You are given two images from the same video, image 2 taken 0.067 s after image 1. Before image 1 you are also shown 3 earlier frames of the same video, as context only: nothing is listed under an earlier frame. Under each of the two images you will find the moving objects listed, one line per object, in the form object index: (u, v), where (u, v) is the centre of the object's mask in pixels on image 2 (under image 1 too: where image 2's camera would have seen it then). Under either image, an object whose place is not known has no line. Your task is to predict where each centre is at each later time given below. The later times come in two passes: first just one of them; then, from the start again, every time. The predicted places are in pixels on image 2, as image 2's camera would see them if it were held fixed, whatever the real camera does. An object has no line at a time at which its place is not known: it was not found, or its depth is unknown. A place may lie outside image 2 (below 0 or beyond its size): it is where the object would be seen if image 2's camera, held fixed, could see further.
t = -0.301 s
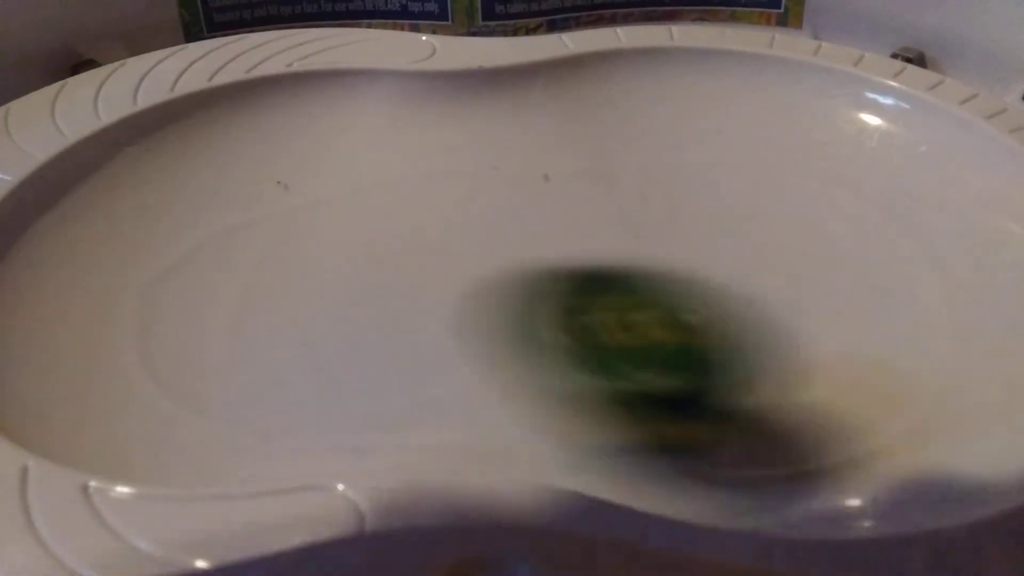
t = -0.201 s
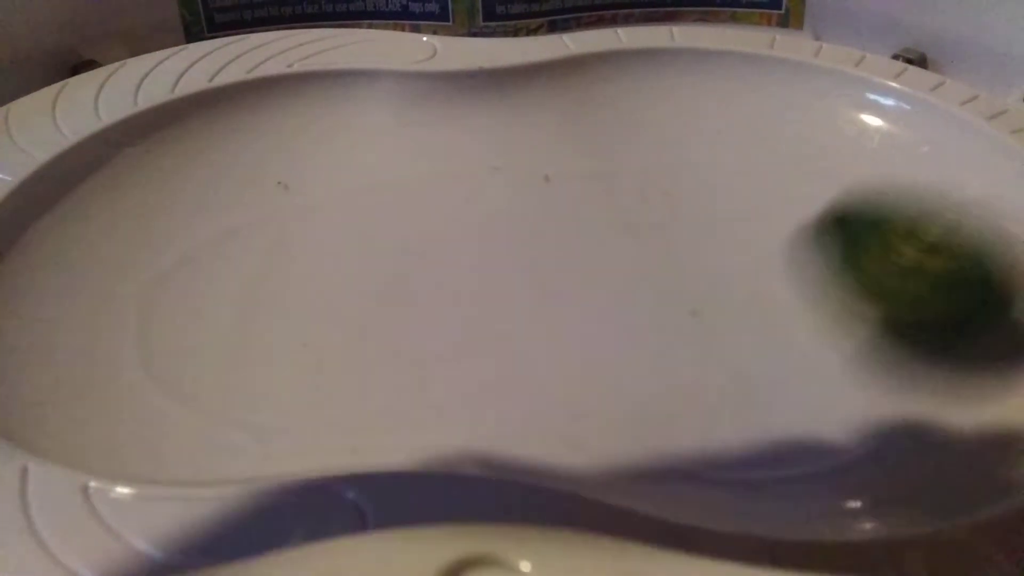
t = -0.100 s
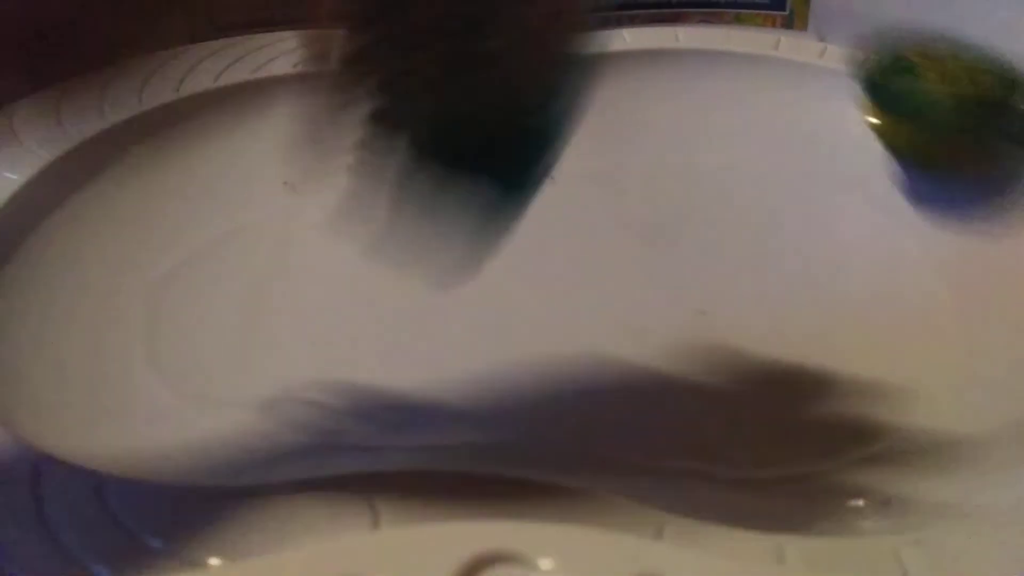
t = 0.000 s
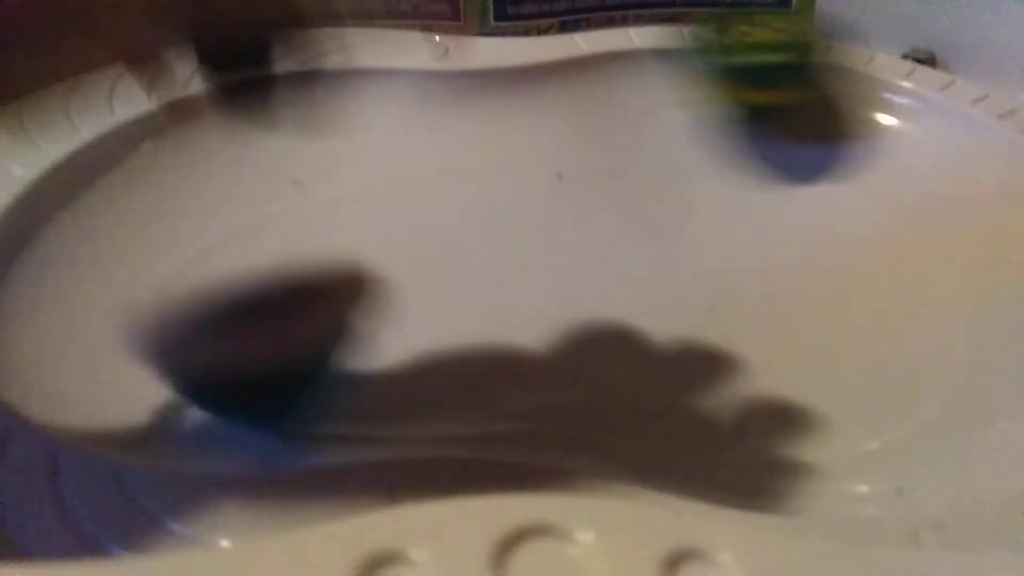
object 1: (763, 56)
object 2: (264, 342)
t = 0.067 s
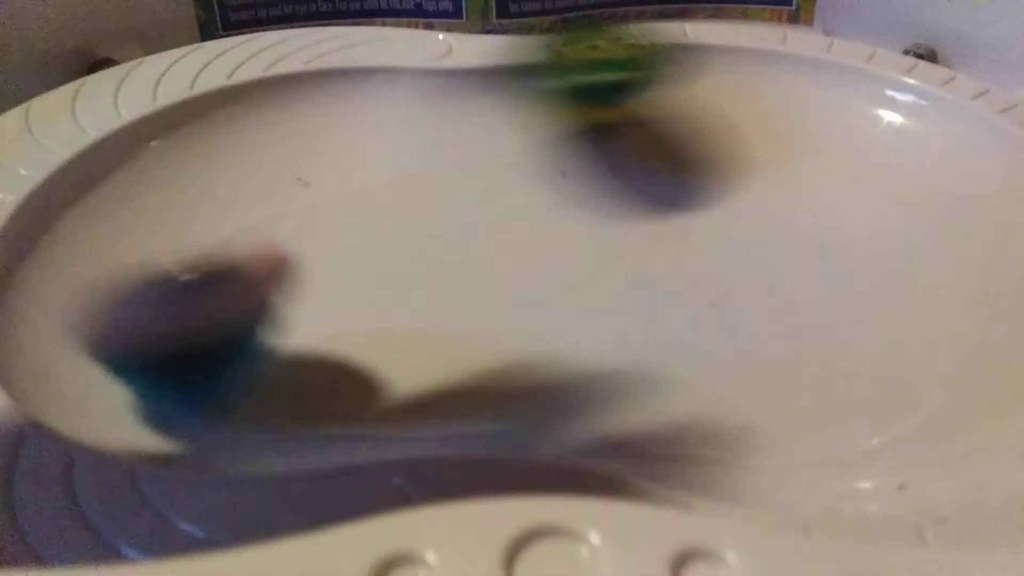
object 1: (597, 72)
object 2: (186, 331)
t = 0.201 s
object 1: (207, 137)
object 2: (115, 269)
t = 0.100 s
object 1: (501, 88)
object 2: (156, 306)
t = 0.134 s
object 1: (405, 108)
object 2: (141, 291)
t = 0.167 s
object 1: (294, 132)
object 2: (138, 273)
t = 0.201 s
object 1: (207, 137)
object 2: (115, 269)
